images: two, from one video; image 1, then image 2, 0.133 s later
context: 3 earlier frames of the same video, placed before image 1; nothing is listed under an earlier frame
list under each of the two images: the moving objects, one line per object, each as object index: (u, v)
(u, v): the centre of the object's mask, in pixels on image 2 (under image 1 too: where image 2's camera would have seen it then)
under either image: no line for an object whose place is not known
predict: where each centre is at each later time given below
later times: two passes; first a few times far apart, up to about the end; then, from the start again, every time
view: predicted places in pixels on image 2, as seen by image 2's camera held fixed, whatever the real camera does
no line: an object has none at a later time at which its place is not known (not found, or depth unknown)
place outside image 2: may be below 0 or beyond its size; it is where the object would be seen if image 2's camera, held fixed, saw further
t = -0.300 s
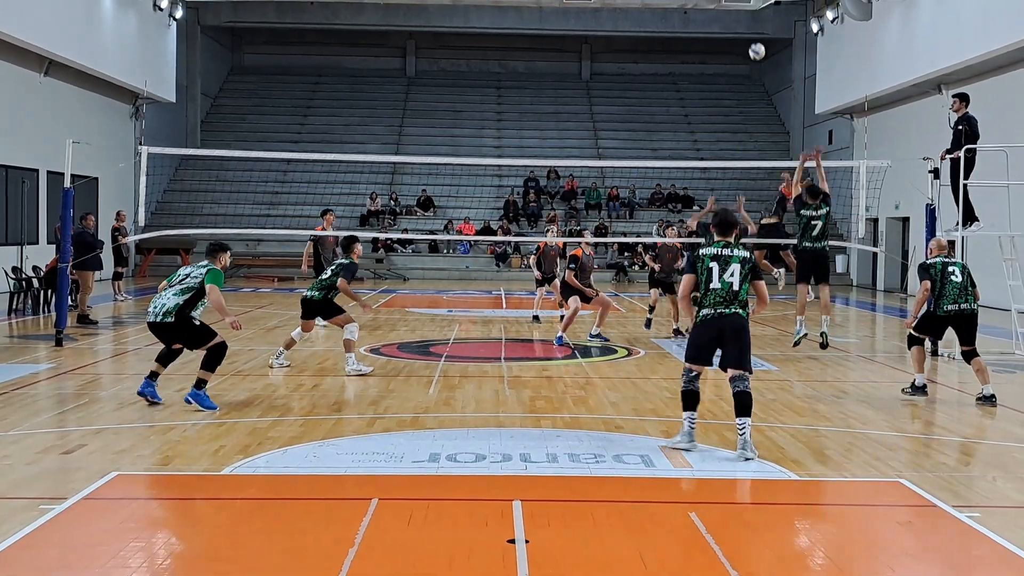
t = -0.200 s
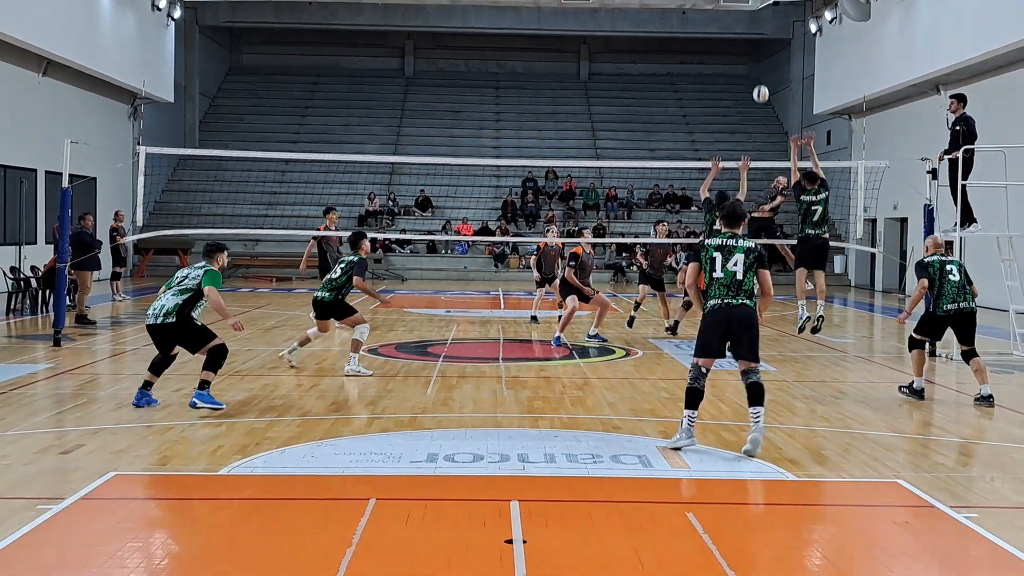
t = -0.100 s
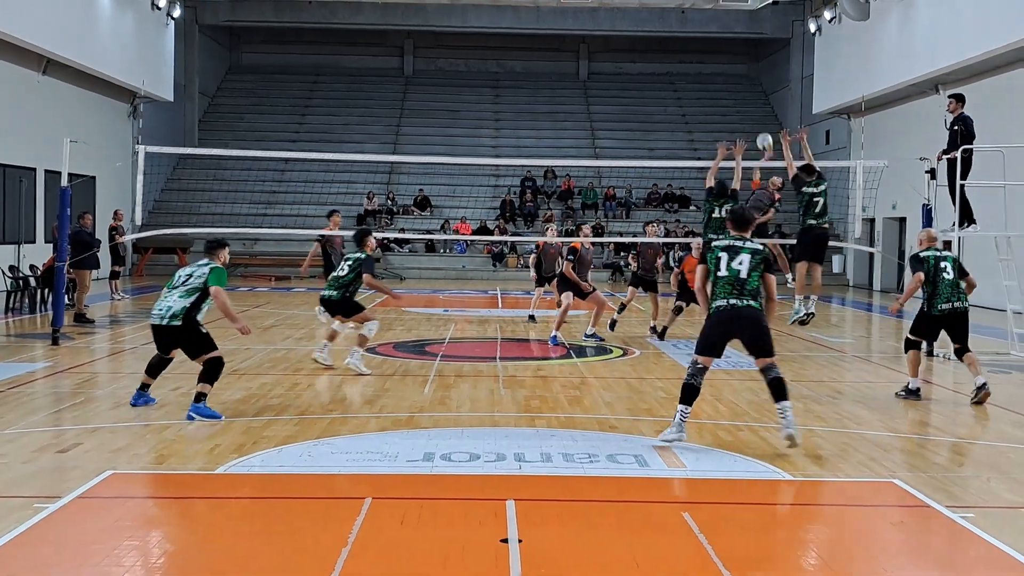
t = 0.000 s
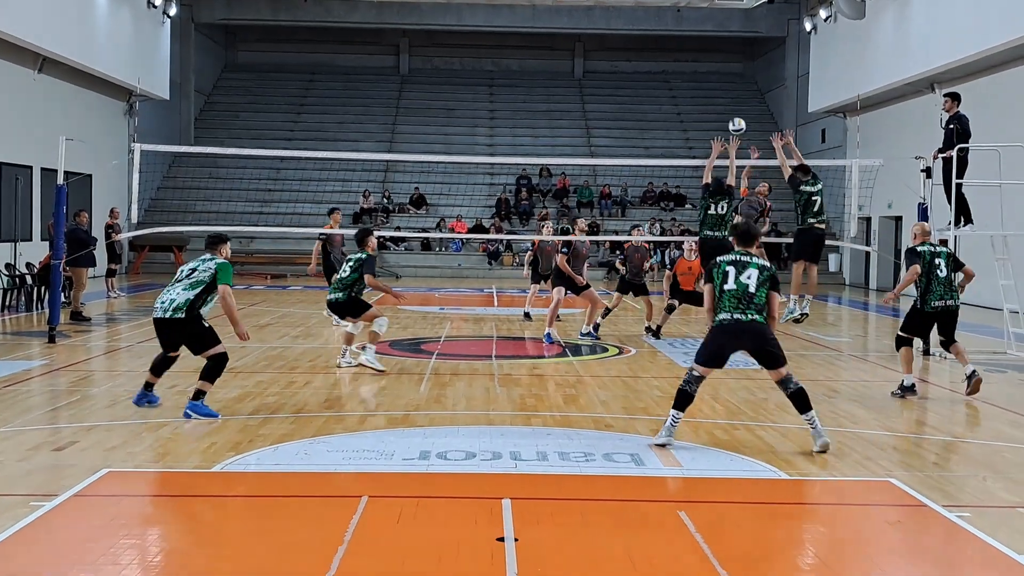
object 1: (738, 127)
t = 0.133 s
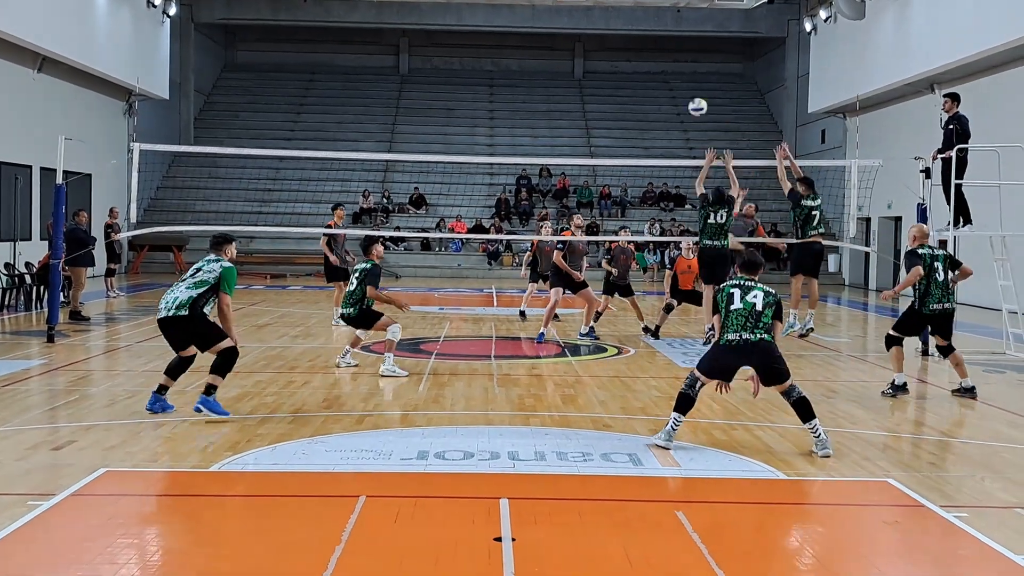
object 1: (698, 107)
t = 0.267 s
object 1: (651, 103)
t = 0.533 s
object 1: (535, 161)
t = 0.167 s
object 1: (686, 105)
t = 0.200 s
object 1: (675, 103)
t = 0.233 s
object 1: (662, 103)
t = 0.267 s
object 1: (651, 103)
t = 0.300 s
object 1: (638, 105)
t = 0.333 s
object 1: (625, 109)
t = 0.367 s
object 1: (611, 113)
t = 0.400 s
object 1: (597, 119)
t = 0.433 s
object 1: (582, 127)
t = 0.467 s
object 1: (567, 136)
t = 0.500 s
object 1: (551, 148)
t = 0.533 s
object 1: (535, 161)
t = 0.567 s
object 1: (518, 177)
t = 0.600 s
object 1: (500, 195)
